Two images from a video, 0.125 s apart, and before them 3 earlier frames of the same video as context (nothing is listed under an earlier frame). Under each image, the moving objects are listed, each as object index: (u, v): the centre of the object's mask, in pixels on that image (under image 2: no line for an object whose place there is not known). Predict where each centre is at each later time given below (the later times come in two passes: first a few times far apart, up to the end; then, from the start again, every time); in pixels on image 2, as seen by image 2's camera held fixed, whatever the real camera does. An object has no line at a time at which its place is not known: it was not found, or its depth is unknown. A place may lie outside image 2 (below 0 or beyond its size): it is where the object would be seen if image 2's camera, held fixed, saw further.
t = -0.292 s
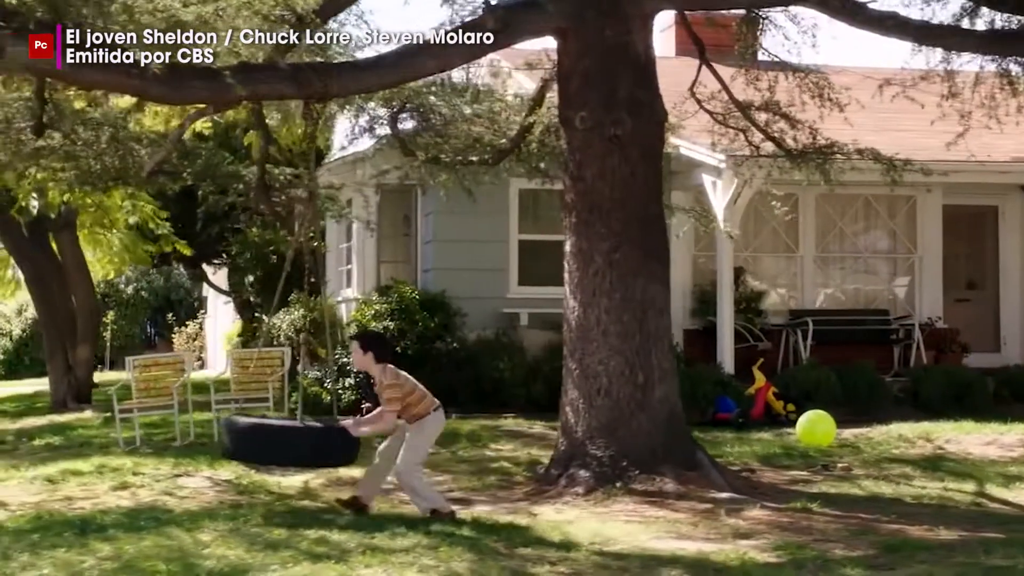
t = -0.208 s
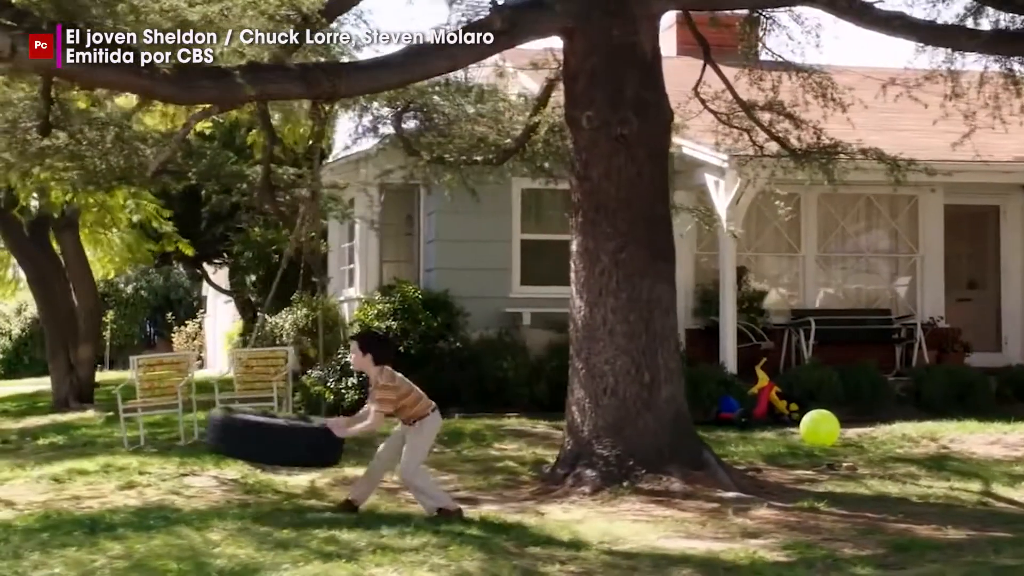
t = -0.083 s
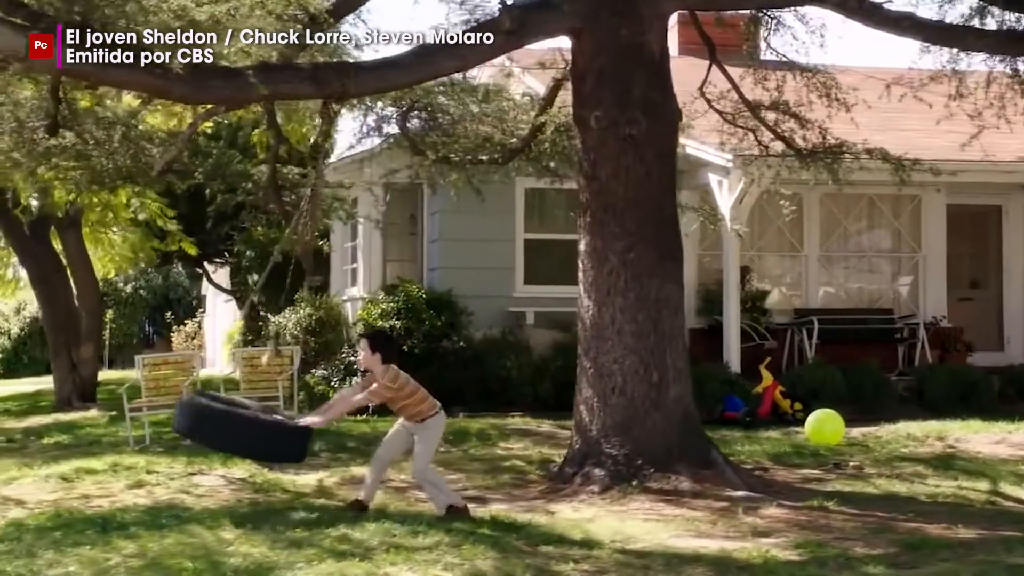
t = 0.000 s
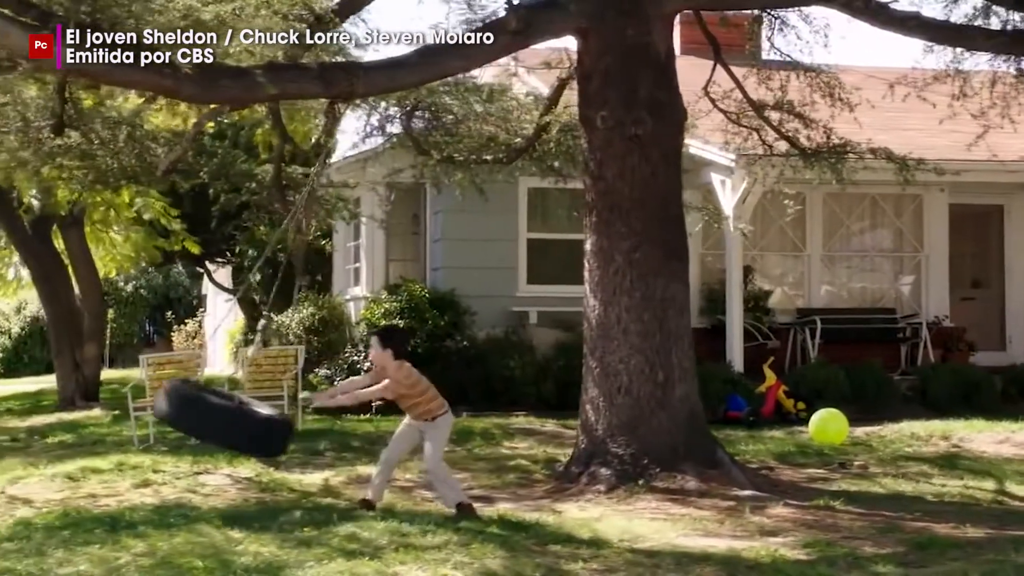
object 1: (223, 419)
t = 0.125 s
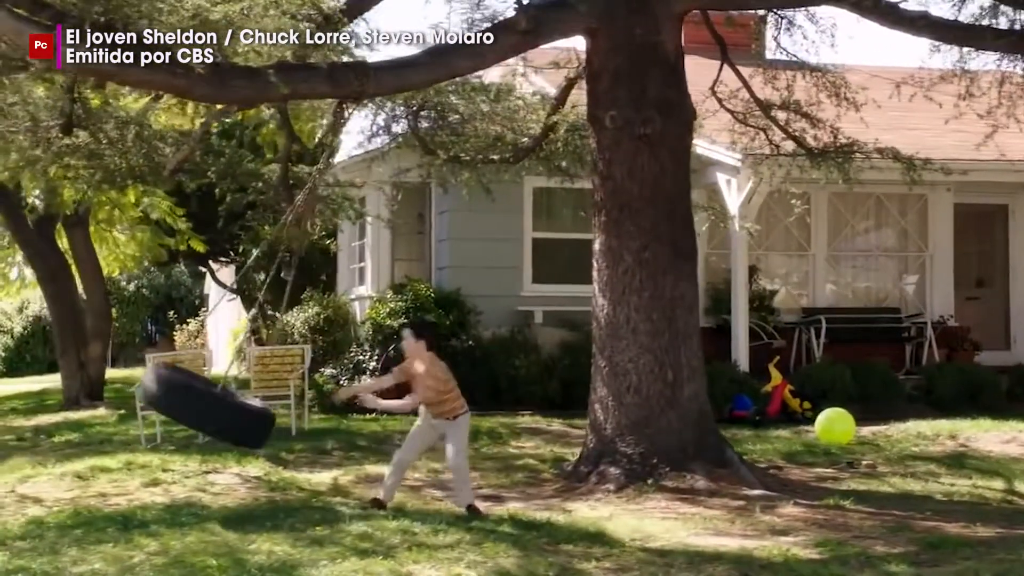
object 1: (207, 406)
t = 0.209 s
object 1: (193, 399)
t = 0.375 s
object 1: (185, 393)
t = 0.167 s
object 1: (199, 402)
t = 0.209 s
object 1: (193, 399)
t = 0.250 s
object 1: (189, 396)
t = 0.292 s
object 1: (187, 394)
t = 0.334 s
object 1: (186, 393)
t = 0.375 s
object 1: (185, 393)
